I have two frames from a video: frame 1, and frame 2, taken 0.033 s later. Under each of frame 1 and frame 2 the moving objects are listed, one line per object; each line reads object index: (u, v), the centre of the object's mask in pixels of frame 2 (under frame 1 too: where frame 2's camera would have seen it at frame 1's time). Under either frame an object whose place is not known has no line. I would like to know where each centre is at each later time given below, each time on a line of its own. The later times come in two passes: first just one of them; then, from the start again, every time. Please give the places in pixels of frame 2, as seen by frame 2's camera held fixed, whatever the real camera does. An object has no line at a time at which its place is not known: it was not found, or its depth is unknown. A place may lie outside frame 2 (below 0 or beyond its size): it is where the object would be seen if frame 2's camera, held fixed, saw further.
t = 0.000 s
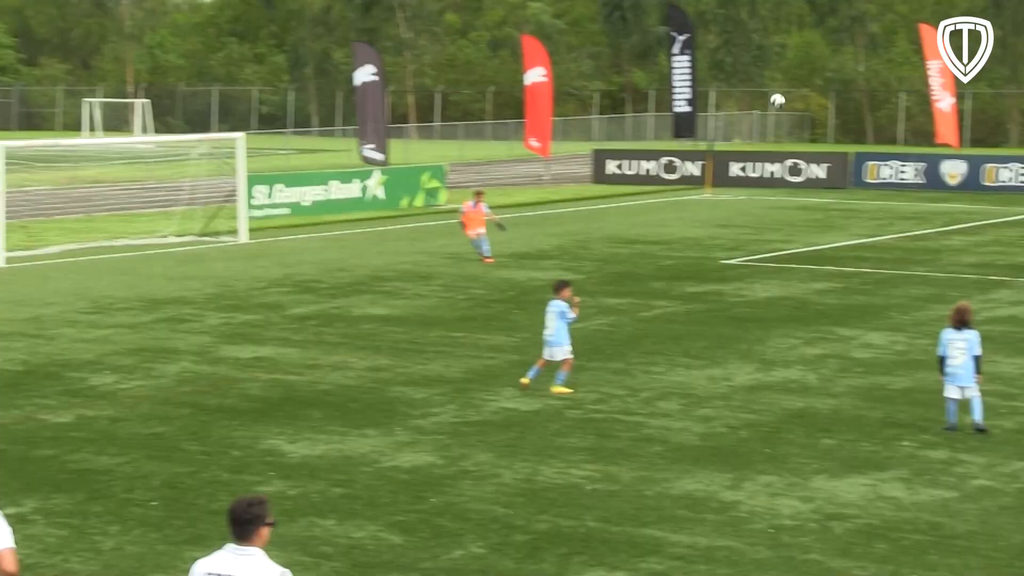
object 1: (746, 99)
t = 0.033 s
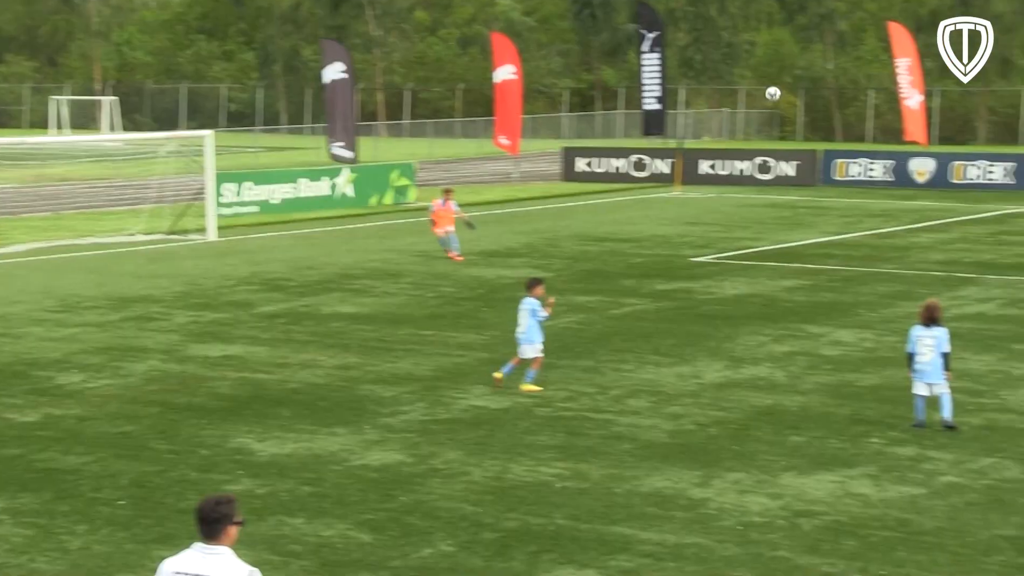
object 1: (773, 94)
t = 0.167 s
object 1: (887, 77)
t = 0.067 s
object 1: (800, 89)
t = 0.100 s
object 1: (828, 85)
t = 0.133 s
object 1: (857, 80)
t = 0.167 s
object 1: (887, 77)
